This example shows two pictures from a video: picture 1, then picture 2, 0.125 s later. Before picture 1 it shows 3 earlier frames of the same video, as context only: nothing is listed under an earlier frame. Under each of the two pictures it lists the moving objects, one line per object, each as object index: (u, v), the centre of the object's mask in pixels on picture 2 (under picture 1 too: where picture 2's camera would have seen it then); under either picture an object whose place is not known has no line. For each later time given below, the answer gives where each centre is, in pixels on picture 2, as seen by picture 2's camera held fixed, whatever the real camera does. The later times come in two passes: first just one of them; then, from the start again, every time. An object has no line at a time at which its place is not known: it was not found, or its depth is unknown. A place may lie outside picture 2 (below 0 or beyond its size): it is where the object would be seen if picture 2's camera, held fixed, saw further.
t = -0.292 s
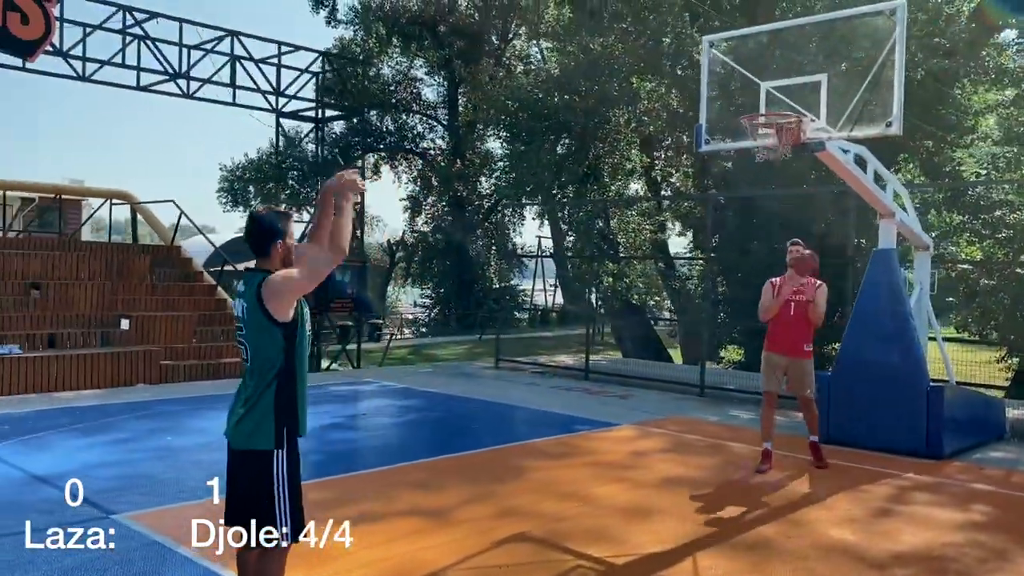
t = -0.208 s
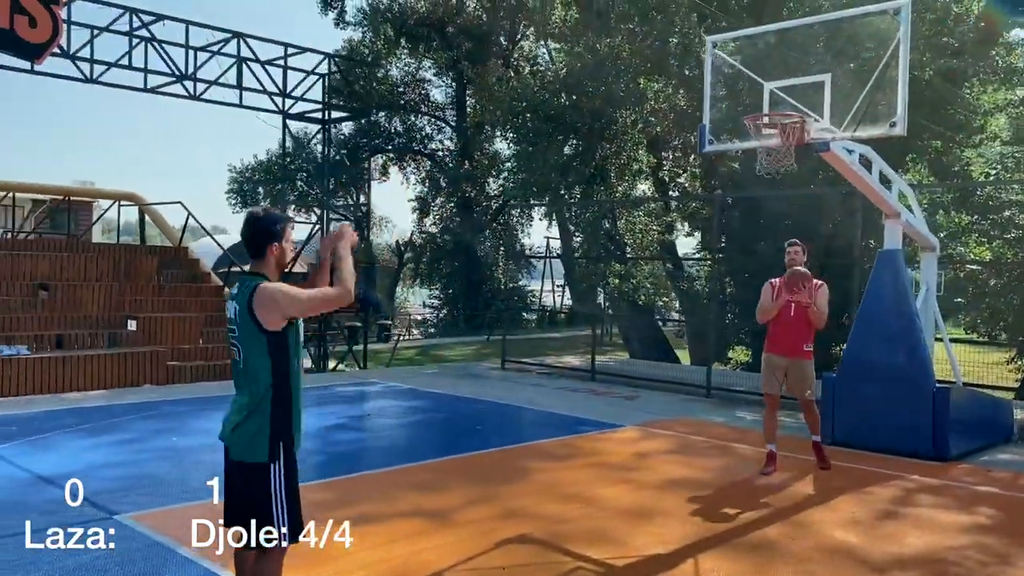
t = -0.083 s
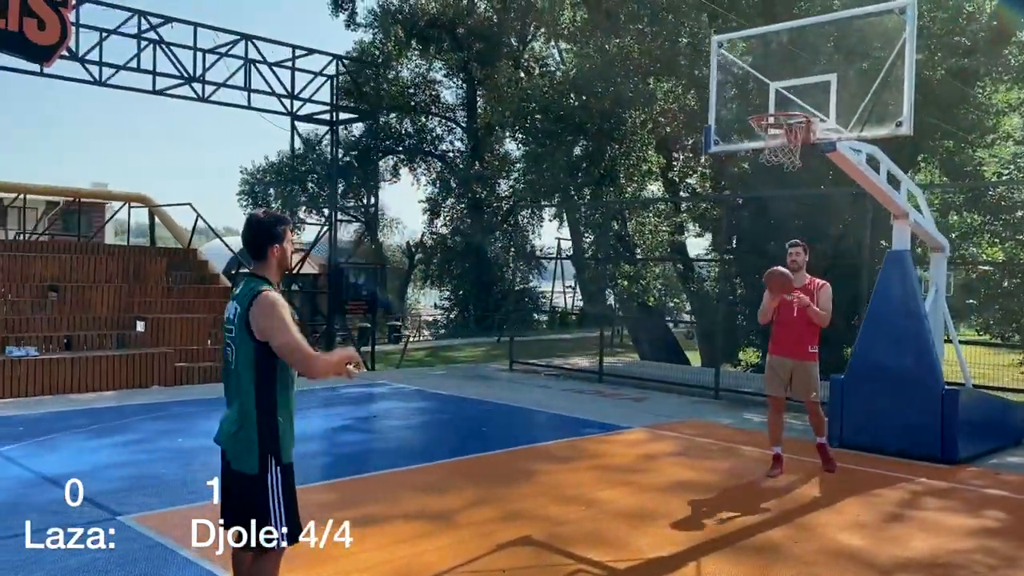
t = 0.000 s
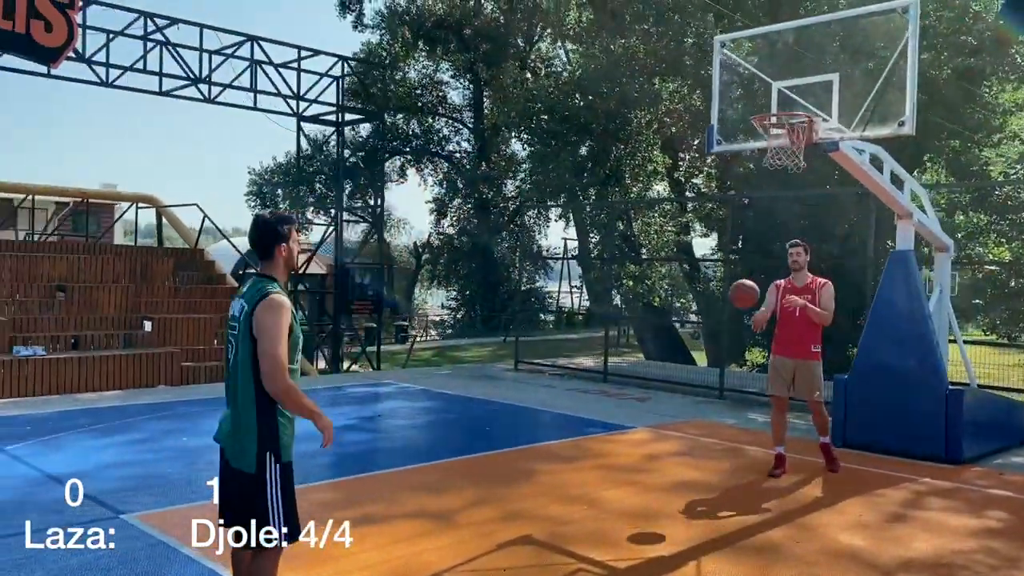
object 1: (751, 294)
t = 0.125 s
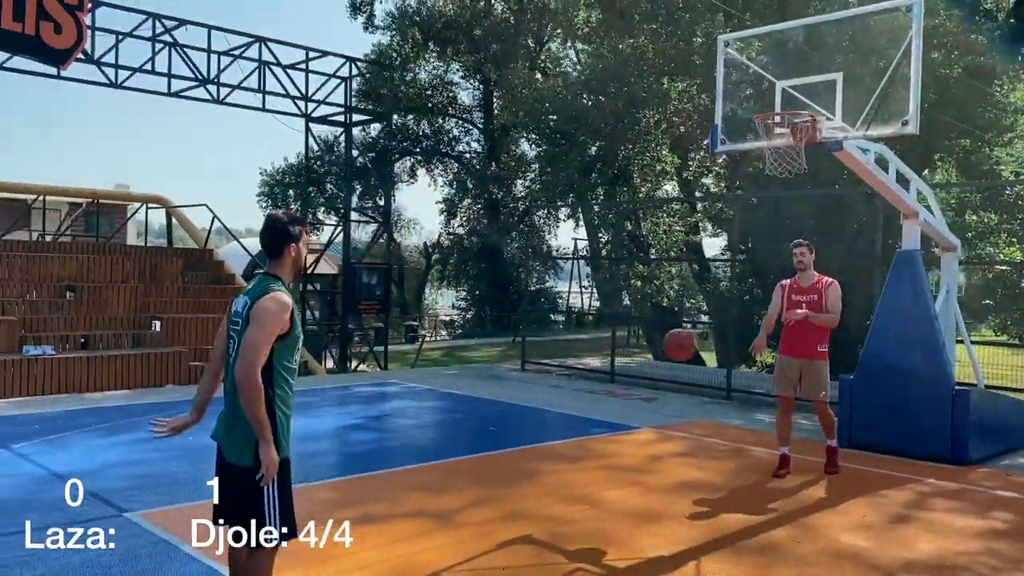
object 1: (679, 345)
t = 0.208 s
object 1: (614, 413)
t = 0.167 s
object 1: (642, 381)
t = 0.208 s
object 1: (614, 413)
